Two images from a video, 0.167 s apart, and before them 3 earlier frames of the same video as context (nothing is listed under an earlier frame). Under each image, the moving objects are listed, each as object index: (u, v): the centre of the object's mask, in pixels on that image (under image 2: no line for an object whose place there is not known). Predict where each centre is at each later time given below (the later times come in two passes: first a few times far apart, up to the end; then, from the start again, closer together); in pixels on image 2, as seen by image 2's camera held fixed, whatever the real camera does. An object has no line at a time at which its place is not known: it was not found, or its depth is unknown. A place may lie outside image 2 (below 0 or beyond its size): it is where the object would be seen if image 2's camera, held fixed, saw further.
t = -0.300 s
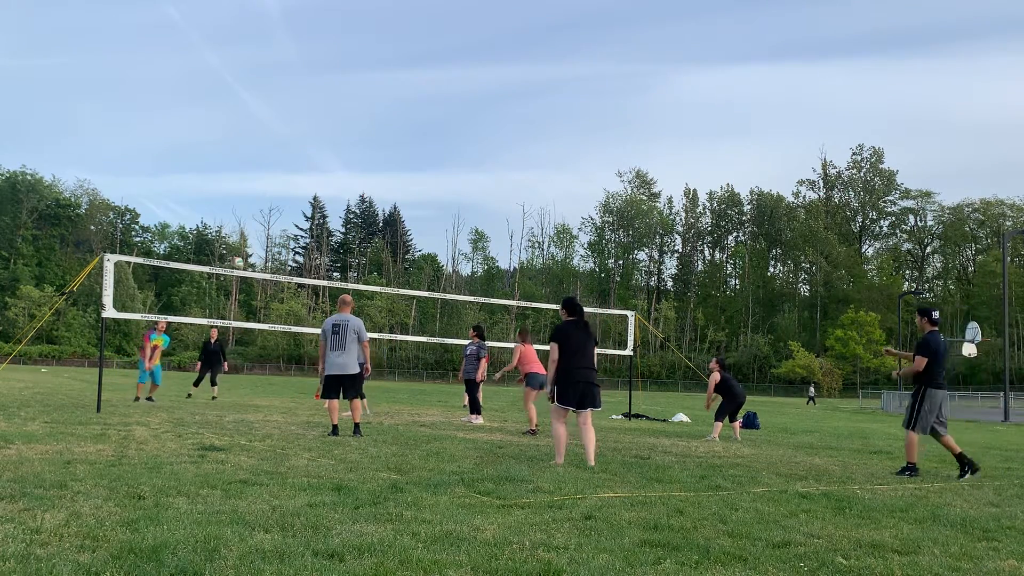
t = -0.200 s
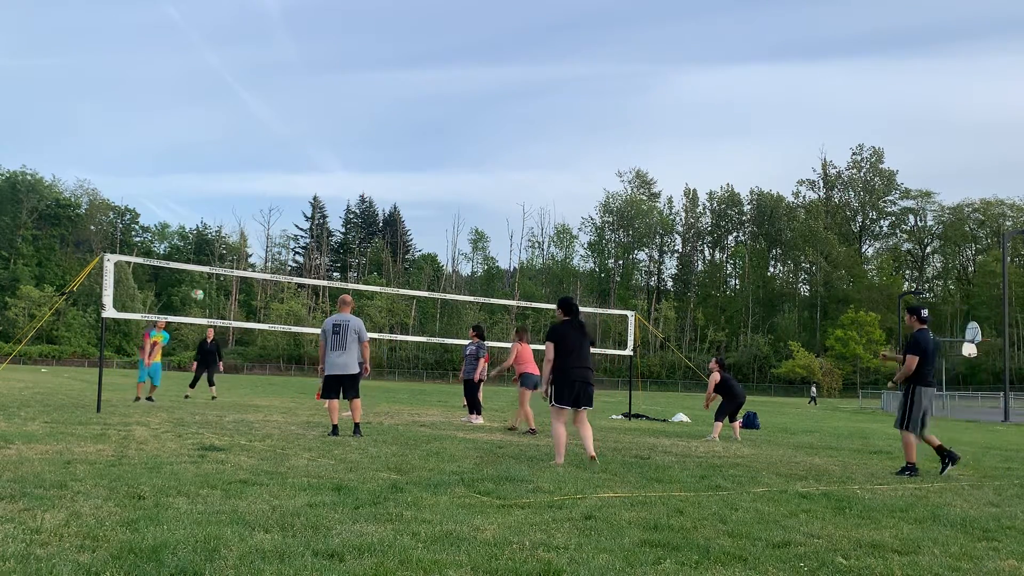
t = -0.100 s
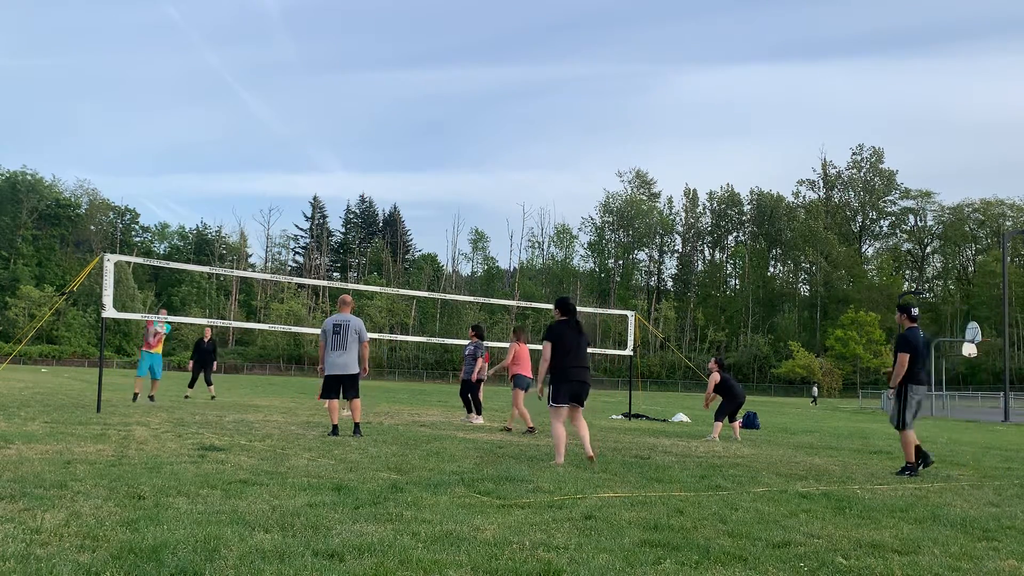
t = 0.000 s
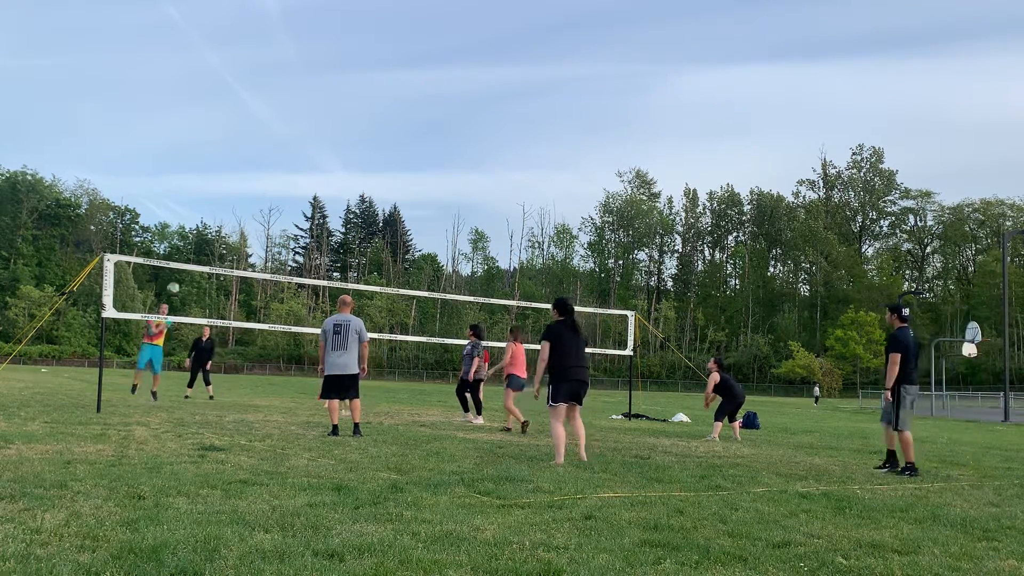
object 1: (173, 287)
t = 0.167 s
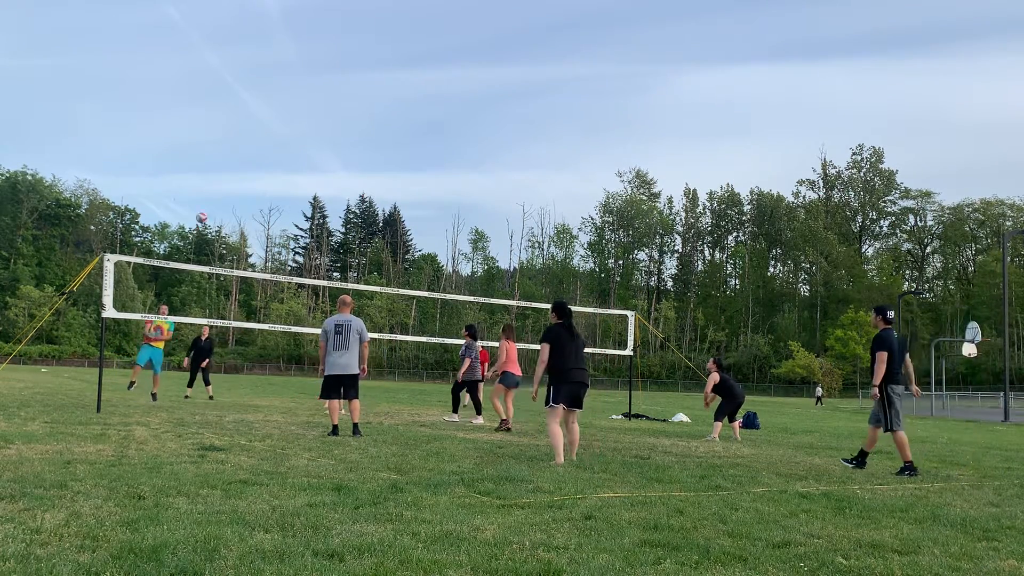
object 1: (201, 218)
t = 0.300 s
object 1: (223, 173)
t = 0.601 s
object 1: (268, 107)
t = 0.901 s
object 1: (308, 87)
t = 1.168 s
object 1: (340, 110)
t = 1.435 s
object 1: (367, 168)
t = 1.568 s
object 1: (380, 211)
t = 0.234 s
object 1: (212, 194)
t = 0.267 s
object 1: (218, 183)
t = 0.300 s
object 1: (223, 173)
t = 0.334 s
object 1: (228, 164)
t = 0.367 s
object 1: (233, 155)
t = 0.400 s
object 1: (239, 146)
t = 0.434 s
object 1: (244, 138)
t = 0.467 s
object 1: (248, 131)
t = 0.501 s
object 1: (254, 124)
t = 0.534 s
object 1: (258, 118)
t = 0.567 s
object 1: (263, 112)
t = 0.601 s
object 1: (268, 107)
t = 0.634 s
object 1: (273, 103)
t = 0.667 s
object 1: (277, 99)
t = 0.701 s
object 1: (282, 96)
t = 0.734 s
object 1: (286, 93)
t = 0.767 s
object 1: (291, 91)
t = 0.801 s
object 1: (295, 89)
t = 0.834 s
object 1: (299, 88)
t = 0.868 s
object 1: (303, 88)
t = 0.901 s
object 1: (308, 87)
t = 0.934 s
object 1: (312, 88)
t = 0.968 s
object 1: (316, 90)
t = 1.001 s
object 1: (320, 92)
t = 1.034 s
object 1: (324, 94)
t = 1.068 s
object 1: (328, 97)
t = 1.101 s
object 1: (332, 100)
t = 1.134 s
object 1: (336, 105)
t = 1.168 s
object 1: (340, 110)
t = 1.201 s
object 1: (343, 115)
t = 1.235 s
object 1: (347, 121)
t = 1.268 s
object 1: (351, 128)
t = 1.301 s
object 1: (354, 134)
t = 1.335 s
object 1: (357, 142)
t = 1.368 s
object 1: (361, 150)
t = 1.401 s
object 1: (364, 160)
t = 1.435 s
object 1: (367, 168)
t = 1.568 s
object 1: (380, 211)
